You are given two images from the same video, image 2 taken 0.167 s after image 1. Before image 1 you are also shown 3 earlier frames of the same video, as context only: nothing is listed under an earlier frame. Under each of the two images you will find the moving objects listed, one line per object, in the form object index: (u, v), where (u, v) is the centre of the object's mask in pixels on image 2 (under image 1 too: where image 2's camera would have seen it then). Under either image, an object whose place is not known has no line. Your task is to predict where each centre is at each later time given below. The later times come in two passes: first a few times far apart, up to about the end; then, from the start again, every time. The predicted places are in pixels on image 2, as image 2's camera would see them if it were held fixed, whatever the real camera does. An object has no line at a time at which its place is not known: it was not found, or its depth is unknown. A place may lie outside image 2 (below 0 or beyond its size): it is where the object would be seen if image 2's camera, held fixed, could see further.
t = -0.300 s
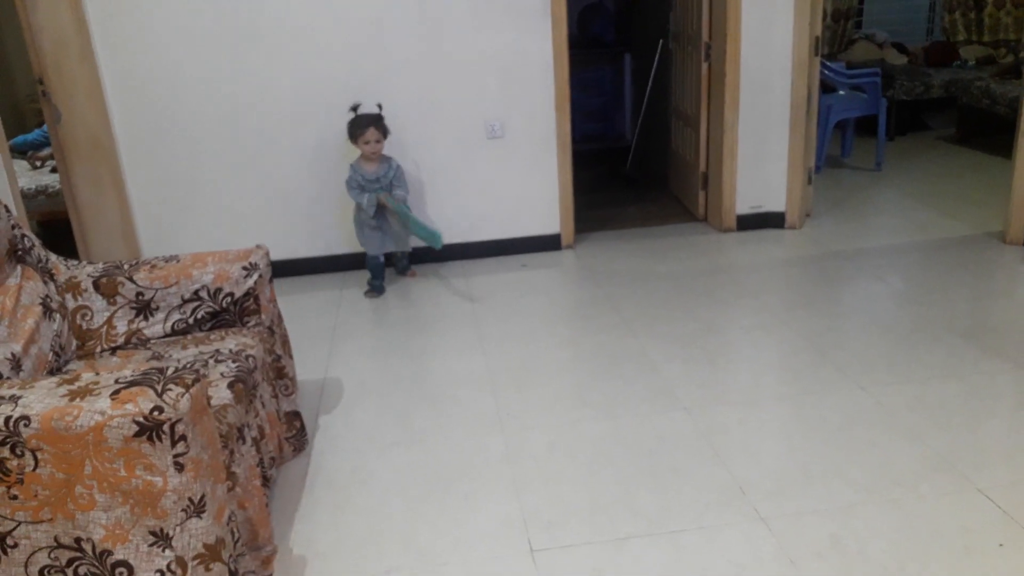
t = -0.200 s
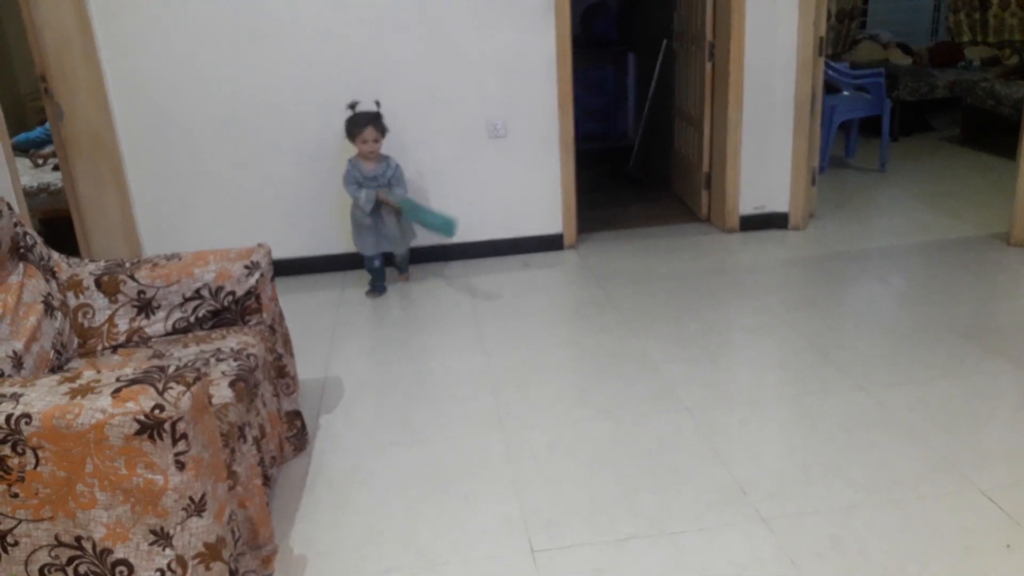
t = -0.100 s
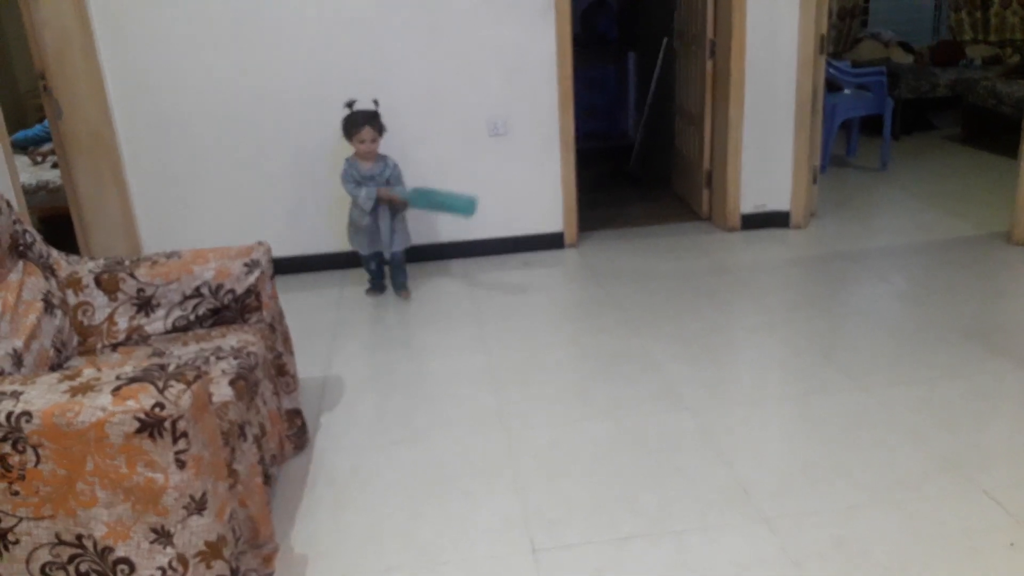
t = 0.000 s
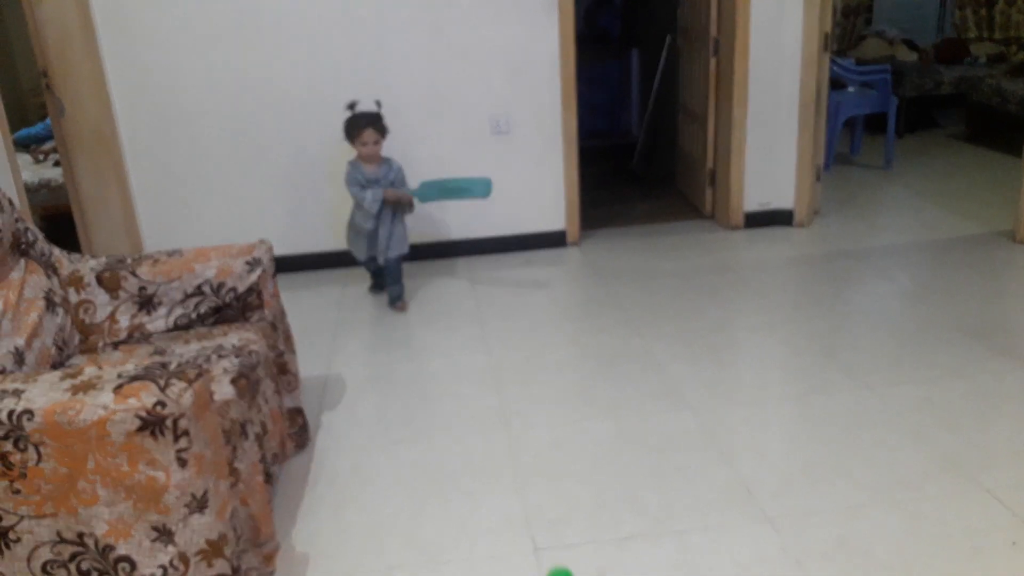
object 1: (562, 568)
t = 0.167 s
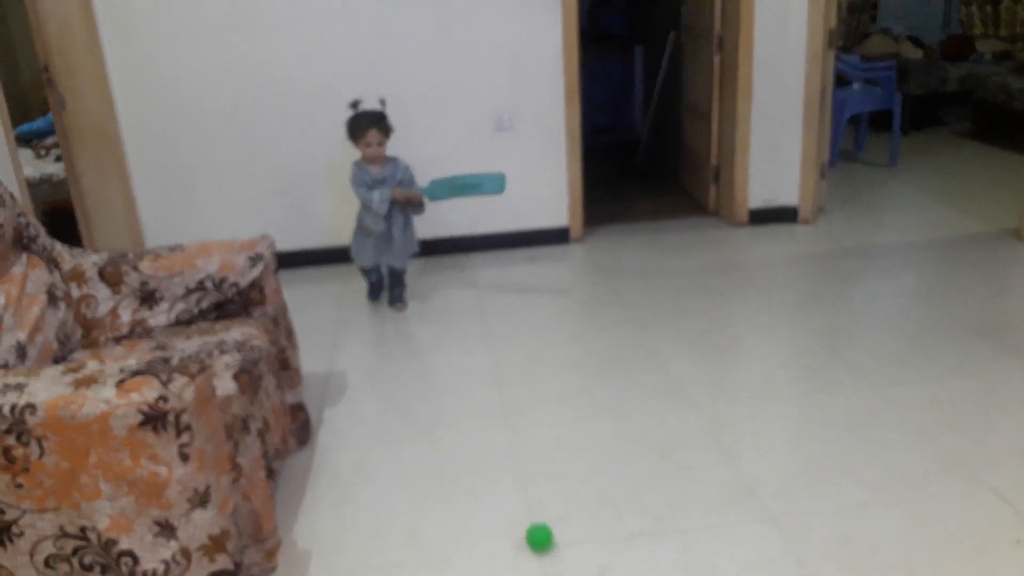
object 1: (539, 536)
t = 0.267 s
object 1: (527, 513)
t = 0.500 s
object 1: (502, 470)
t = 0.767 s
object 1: (482, 432)
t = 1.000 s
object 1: (469, 406)
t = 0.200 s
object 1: (535, 527)
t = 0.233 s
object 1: (531, 520)
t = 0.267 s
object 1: (527, 513)
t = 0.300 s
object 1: (522, 505)
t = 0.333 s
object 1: (518, 499)
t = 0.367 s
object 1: (514, 493)
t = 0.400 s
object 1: (511, 488)
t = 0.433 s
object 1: (509, 482)
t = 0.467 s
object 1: (506, 476)
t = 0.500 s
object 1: (502, 470)
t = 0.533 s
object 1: (499, 465)
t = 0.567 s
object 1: (496, 459)
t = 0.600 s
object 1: (493, 454)
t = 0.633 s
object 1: (492, 449)
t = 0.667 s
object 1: (490, 445)
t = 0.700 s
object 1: (487, 440)
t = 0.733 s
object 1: (484, 436)
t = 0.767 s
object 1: (482, 432)
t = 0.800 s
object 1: (480, 428)
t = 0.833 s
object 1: (478, 424)
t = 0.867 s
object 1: (476, 420)
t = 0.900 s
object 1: (474, 417)
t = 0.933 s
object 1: (472, 413)
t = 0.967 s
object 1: (470, 409)
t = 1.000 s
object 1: (469, 406)
